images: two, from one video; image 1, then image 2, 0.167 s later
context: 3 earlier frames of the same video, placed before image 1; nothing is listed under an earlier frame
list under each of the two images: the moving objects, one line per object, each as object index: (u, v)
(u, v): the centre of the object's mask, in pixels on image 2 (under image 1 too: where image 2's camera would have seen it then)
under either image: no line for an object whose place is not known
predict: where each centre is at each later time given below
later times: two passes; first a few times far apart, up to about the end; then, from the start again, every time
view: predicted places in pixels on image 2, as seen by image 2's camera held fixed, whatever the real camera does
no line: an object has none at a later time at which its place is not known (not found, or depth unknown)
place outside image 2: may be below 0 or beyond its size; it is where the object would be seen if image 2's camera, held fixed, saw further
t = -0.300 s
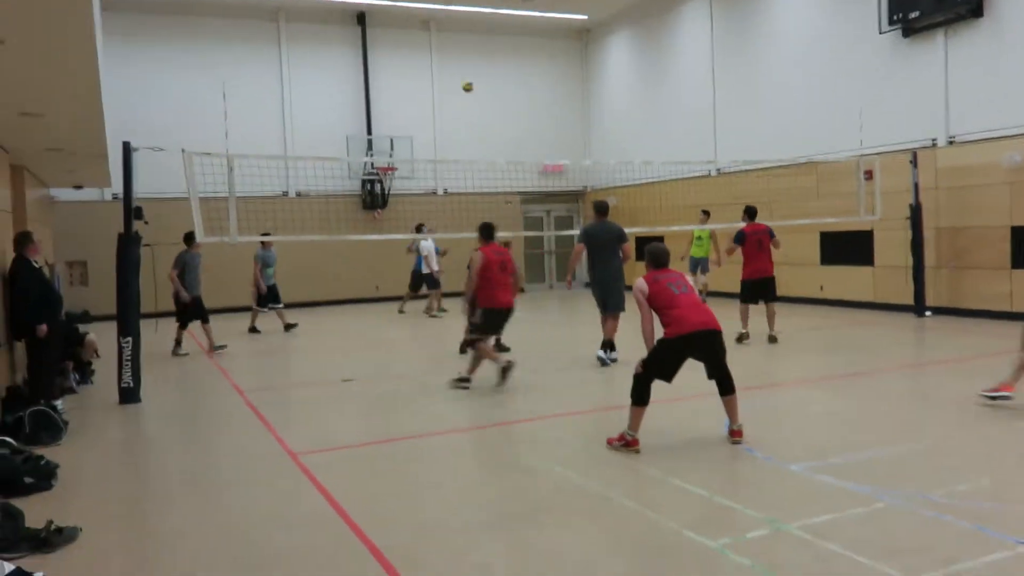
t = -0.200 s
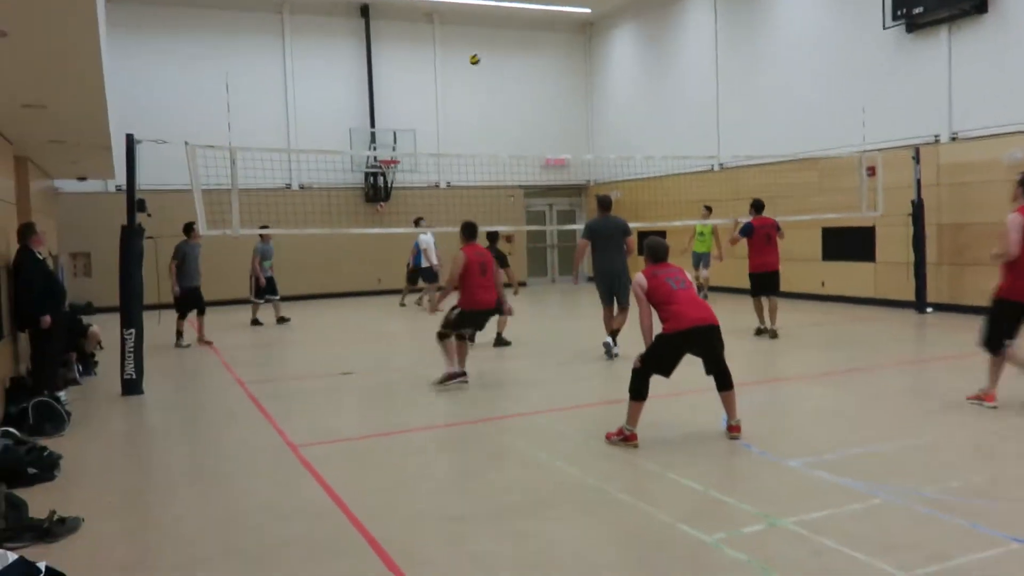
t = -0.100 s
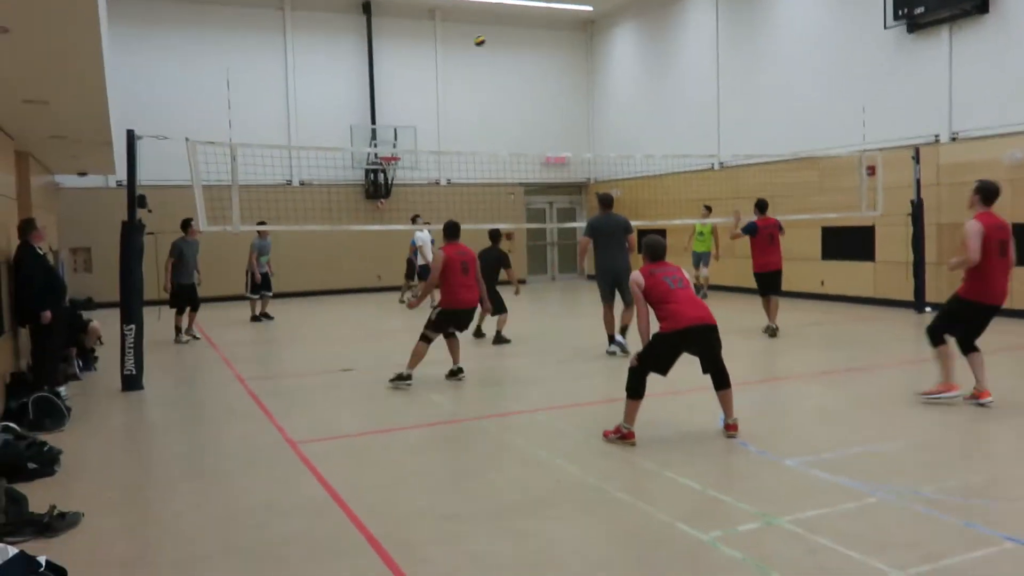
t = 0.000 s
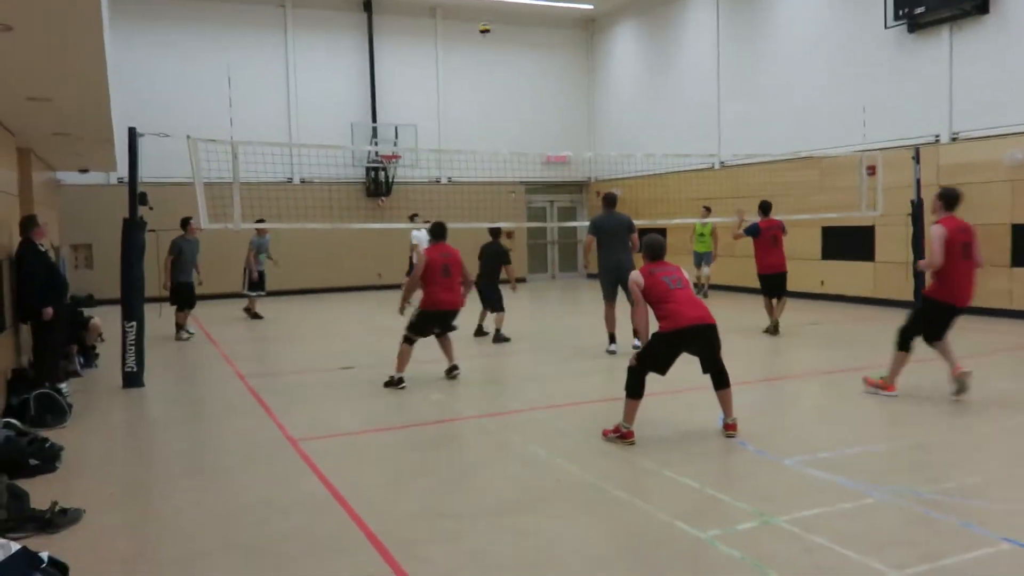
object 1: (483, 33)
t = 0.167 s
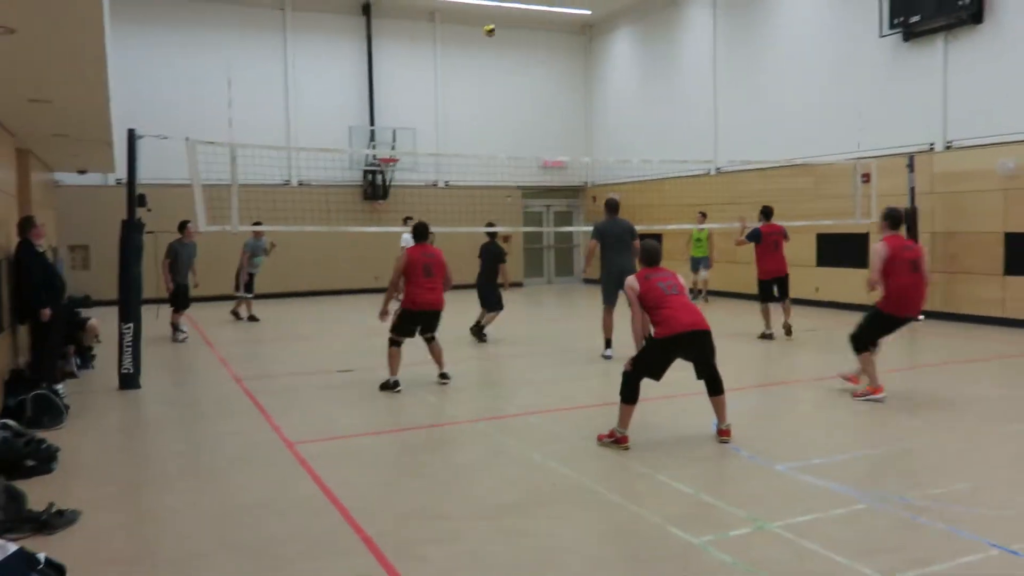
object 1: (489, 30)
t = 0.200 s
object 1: (491, 31)
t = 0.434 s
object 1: (503, 61)
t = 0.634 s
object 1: (514, 115)
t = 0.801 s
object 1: (523, 182)
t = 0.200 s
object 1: (491, 31)
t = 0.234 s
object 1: (493, 33)
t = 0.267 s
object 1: (495, 37)
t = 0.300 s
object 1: (496, 39)
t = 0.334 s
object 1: (497, 45)
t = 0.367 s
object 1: (500, 49)
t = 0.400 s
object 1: (501, 56)
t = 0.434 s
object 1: (503, 61)
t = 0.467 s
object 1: (504, 68)
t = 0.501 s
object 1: (506, 76)
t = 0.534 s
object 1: (509, 85)
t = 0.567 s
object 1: (510, 94)
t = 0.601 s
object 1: (512, 104)
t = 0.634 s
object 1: (514, 115)
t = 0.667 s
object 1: (515, 127)
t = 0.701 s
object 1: (517, 139)
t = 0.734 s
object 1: (519, 151)
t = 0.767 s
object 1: (521, 167)
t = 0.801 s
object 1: (523, 182)
